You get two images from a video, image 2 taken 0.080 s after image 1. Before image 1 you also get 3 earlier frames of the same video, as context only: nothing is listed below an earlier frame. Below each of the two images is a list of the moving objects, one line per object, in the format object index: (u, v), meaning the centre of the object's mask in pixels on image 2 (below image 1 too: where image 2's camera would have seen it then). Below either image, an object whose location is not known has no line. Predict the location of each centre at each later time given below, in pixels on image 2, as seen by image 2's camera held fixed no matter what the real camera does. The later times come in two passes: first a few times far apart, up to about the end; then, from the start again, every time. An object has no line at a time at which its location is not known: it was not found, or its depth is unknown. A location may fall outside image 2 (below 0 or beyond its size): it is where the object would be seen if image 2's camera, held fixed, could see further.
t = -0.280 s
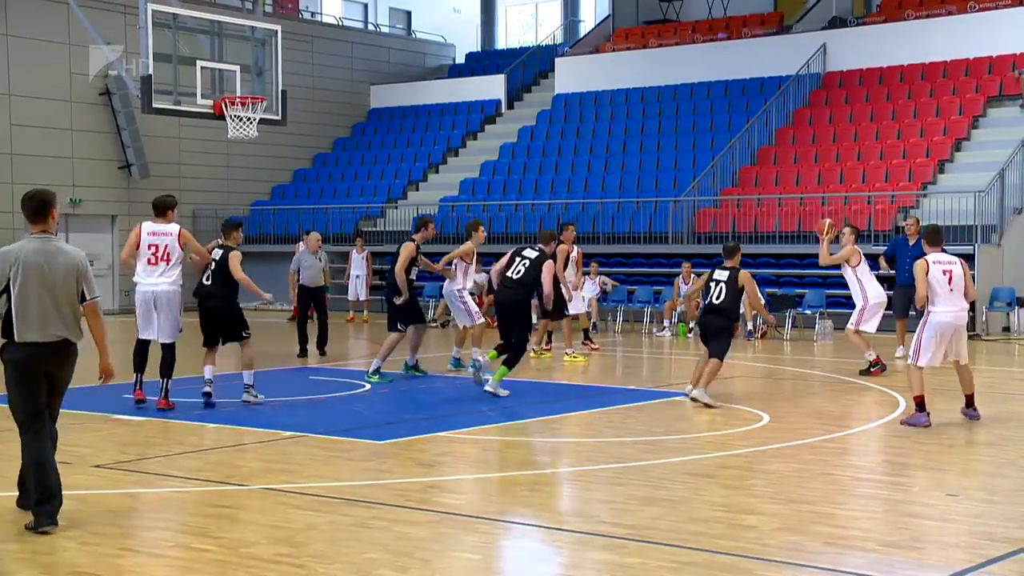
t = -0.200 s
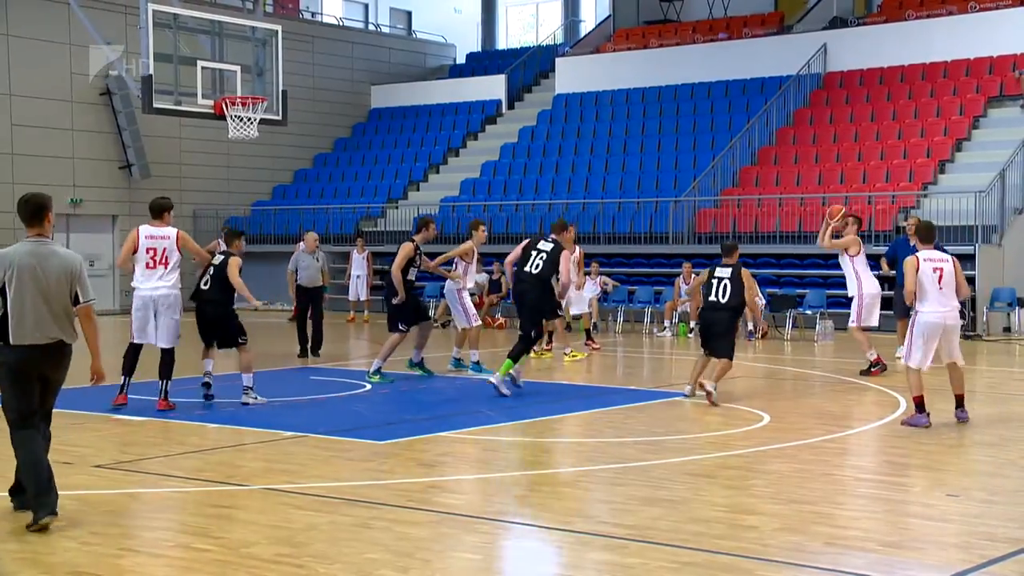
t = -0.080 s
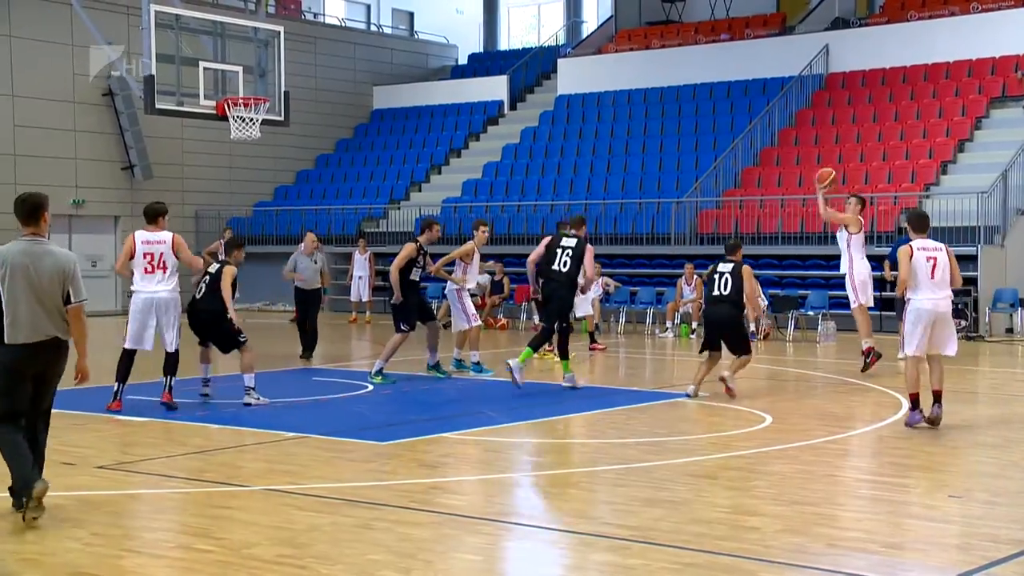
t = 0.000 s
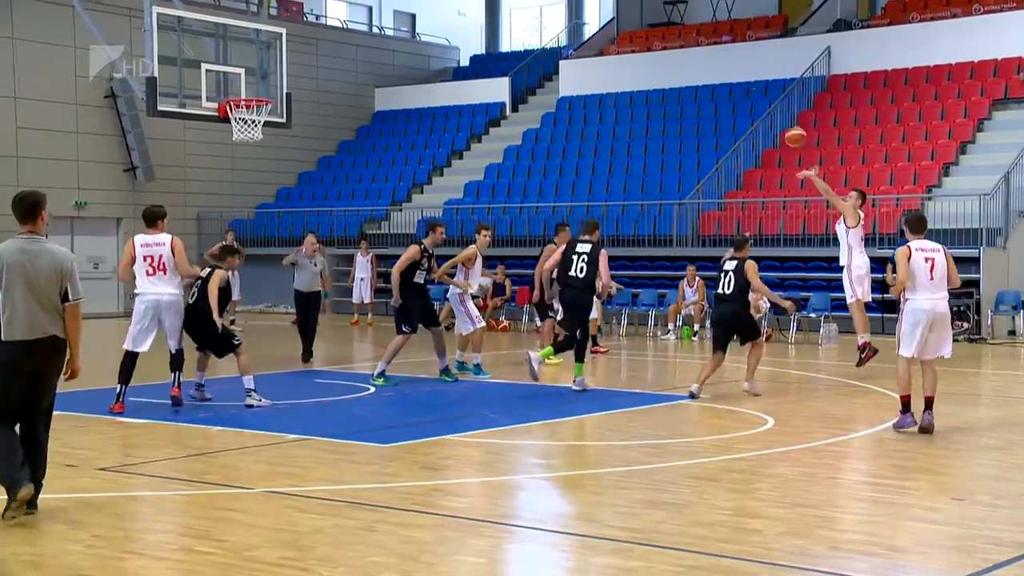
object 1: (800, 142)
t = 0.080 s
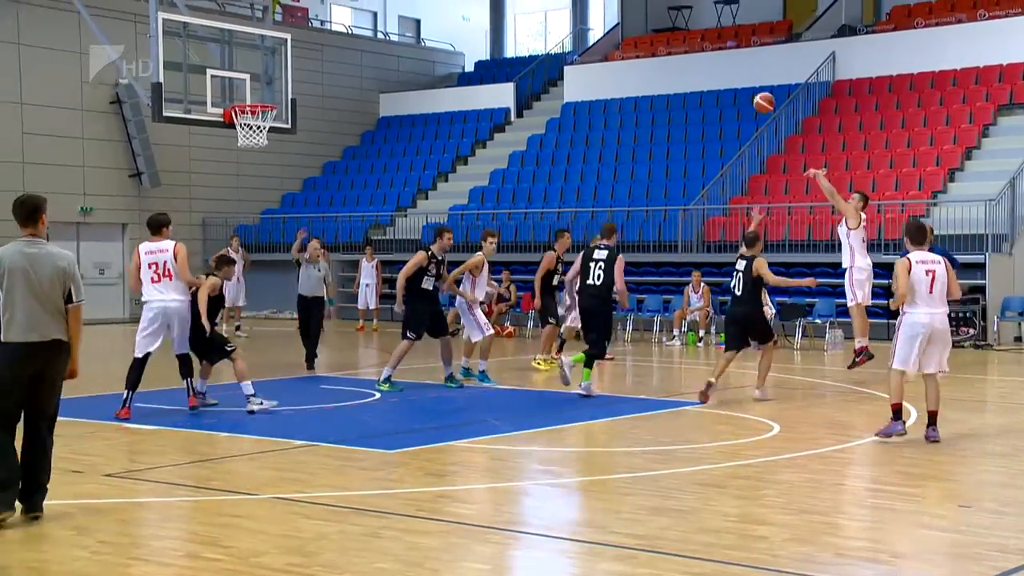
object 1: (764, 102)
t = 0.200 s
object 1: (709, 53)
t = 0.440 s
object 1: (598, -11)
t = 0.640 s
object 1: (509, -30)
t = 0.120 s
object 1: (745, 85)
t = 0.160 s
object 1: (726, 68)
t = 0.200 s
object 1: (709, 53)
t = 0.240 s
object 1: (691, 38)
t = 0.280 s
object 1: (673, 26)
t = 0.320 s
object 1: (655, 15)
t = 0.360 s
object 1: (637, 5)
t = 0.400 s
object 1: (616, -4)
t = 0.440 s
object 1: (598, -11)
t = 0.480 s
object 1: (579, -17)
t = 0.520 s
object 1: (562, -22)
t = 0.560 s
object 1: (544, -25)
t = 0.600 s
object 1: (527, -27)
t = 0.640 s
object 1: (509, -30)
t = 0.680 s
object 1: (490, -28)
